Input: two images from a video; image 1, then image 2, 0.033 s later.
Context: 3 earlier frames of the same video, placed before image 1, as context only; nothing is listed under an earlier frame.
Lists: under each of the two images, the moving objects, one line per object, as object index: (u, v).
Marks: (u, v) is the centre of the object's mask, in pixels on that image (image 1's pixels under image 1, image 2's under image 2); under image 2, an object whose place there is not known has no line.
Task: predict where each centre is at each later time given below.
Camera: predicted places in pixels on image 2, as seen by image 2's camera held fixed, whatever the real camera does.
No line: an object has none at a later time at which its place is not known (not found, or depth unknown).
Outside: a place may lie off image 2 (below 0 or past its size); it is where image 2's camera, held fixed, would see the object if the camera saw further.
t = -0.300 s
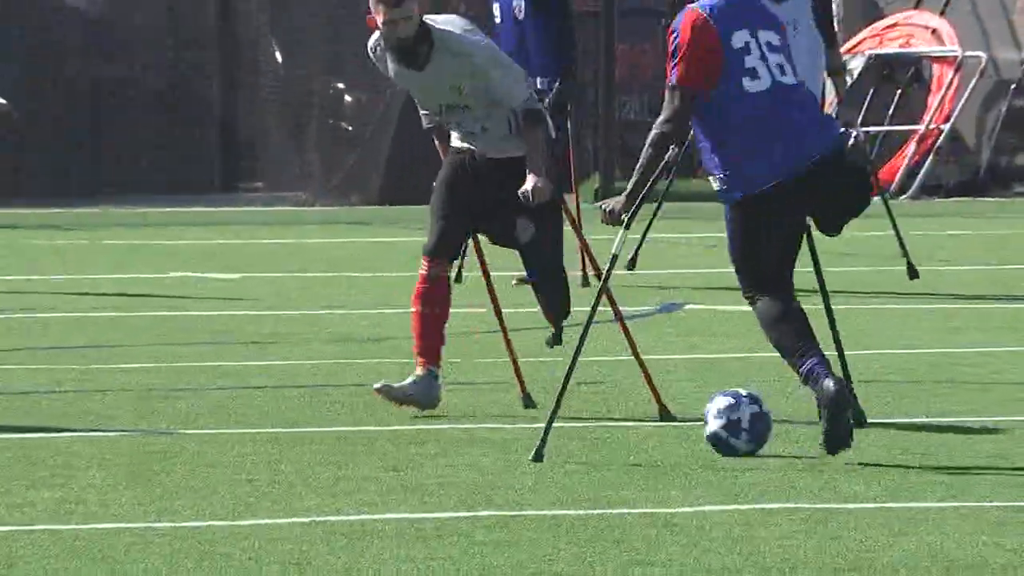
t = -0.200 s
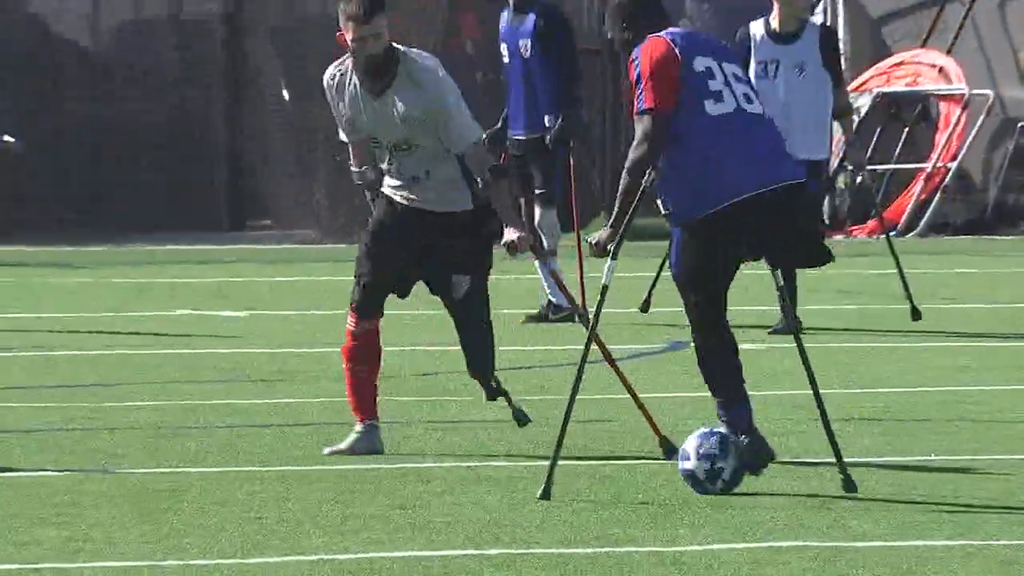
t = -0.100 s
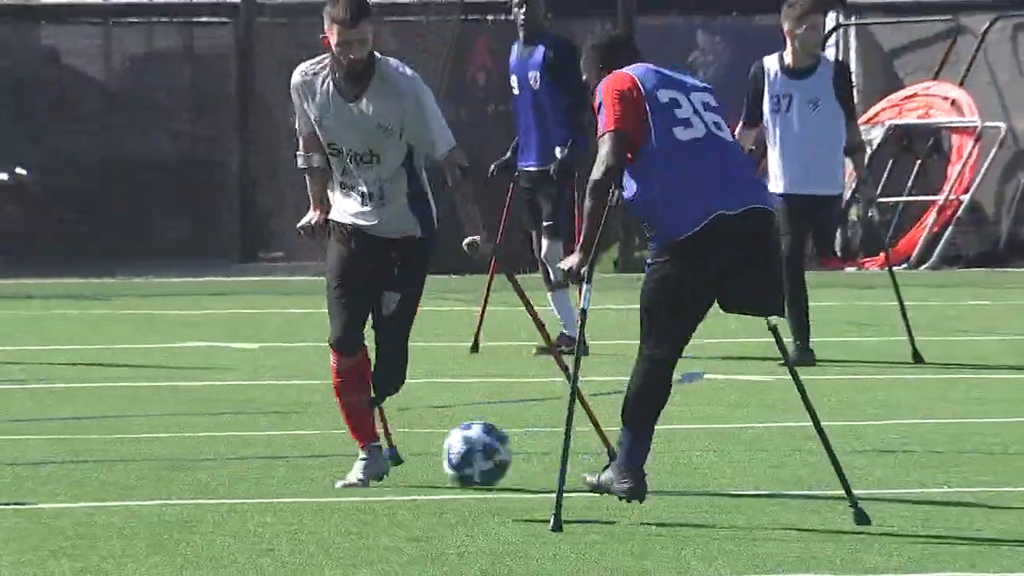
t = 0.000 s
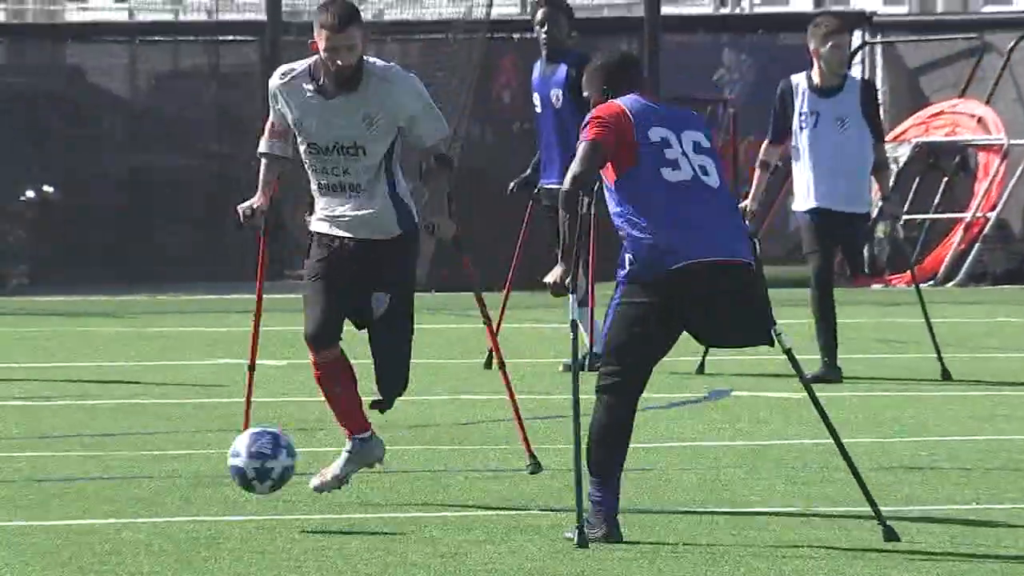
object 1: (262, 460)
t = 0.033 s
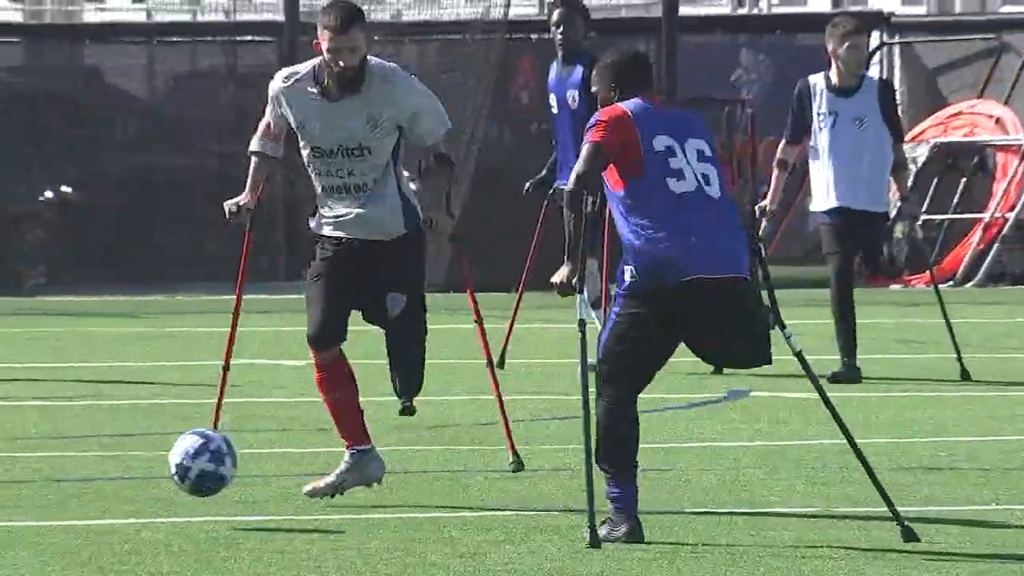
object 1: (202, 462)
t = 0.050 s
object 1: (162, 465)
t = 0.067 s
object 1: (123, 469)
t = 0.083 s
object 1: (83, 474)
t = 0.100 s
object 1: (43, 481)
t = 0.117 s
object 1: (3, 488)
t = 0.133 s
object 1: (-37, 496)
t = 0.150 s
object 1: (-70, 495)
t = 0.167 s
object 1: (-101, 487)
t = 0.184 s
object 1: (-130, 481)
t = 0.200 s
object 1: (-159, 474)
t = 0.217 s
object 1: (-188, 470)
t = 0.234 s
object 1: (-217, 466)
